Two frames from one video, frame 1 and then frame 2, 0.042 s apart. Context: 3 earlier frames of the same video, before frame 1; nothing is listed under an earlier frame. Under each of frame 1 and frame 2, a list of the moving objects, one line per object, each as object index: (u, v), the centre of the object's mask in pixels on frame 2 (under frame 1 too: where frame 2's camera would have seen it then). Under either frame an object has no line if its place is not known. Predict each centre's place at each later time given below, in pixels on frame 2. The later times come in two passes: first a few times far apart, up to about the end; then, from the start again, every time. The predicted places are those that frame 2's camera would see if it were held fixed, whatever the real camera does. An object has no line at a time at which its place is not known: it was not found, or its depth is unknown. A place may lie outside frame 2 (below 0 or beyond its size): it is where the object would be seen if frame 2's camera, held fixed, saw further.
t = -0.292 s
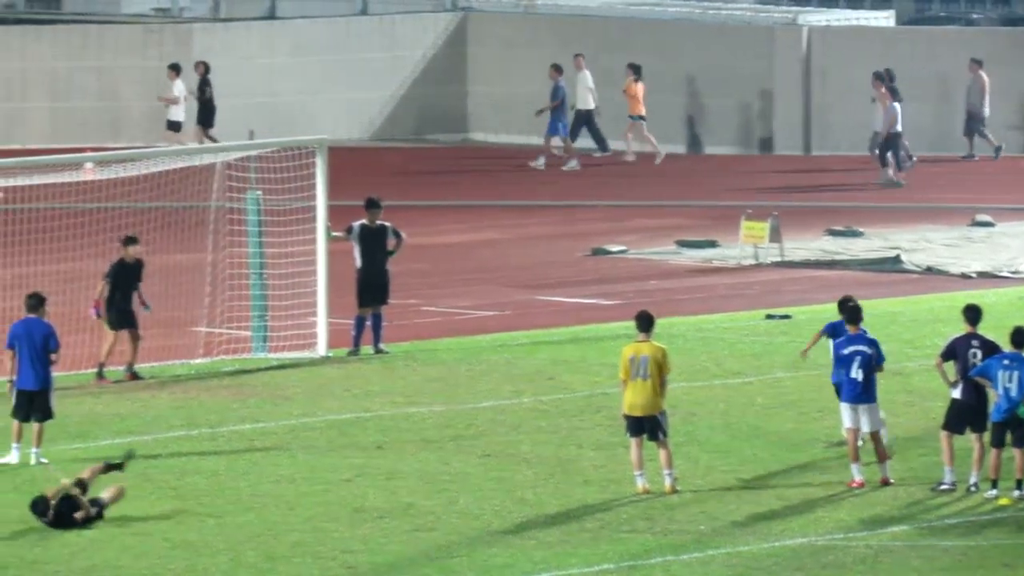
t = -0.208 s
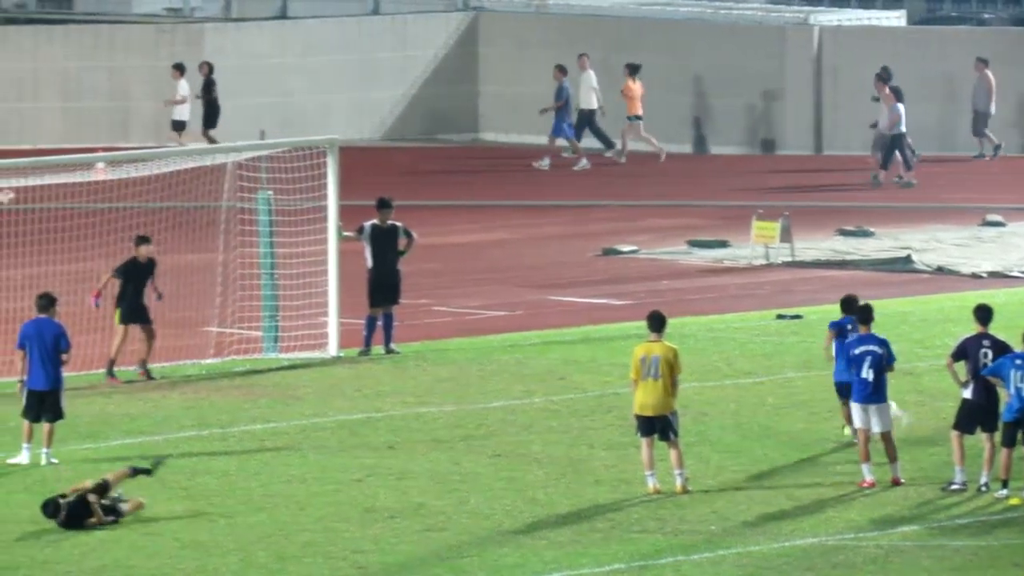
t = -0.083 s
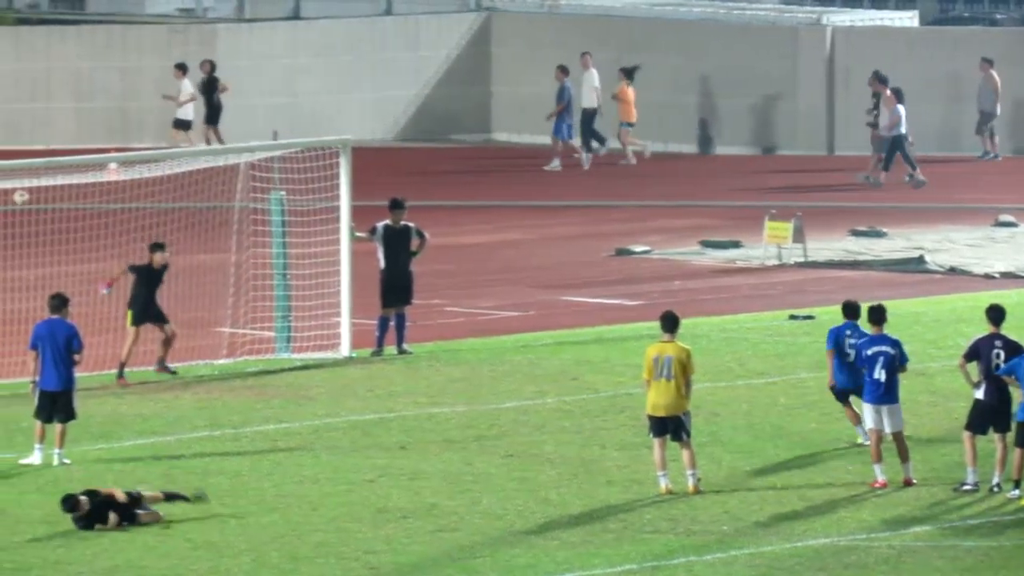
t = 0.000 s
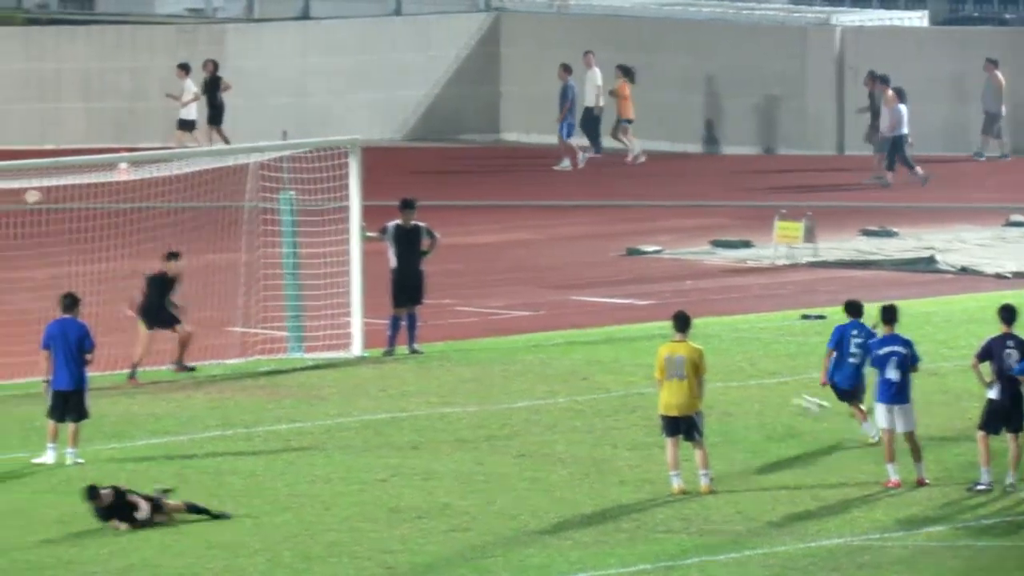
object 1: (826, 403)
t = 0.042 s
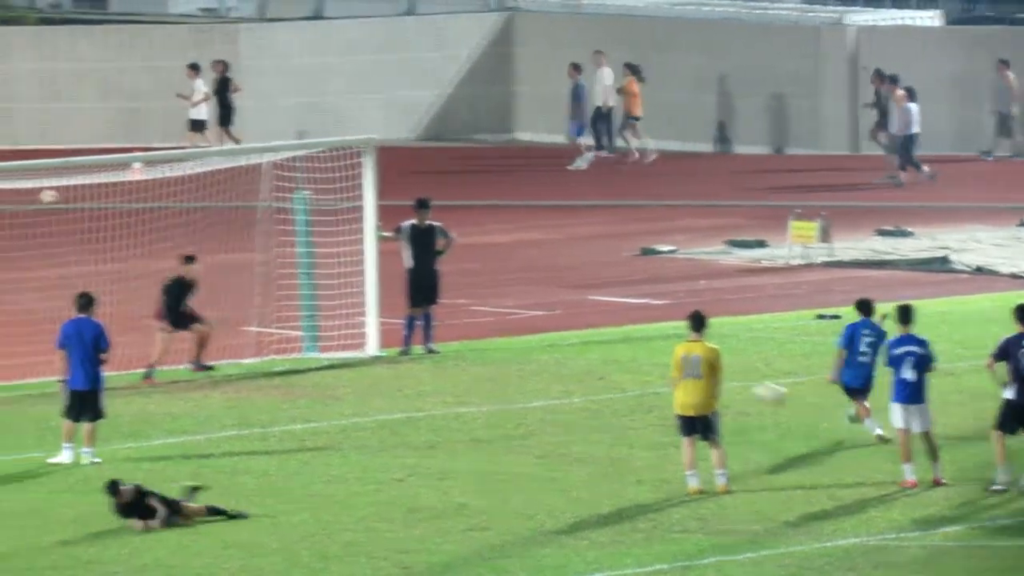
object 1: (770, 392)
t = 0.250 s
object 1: (501, 361)
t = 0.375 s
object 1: (347, 366)
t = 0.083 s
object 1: (725, 382)
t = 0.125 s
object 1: (659, 372)
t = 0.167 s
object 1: (607, 367)
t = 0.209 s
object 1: (554, 364)
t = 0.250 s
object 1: (501, 361)
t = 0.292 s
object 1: (450, 361)
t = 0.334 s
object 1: (394, 364)
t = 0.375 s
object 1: (347, 366)
